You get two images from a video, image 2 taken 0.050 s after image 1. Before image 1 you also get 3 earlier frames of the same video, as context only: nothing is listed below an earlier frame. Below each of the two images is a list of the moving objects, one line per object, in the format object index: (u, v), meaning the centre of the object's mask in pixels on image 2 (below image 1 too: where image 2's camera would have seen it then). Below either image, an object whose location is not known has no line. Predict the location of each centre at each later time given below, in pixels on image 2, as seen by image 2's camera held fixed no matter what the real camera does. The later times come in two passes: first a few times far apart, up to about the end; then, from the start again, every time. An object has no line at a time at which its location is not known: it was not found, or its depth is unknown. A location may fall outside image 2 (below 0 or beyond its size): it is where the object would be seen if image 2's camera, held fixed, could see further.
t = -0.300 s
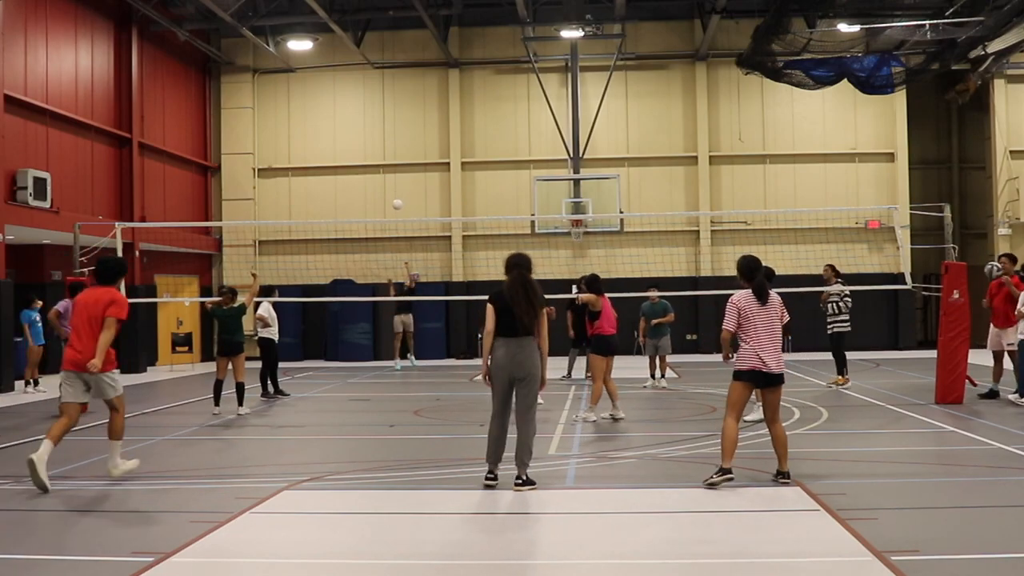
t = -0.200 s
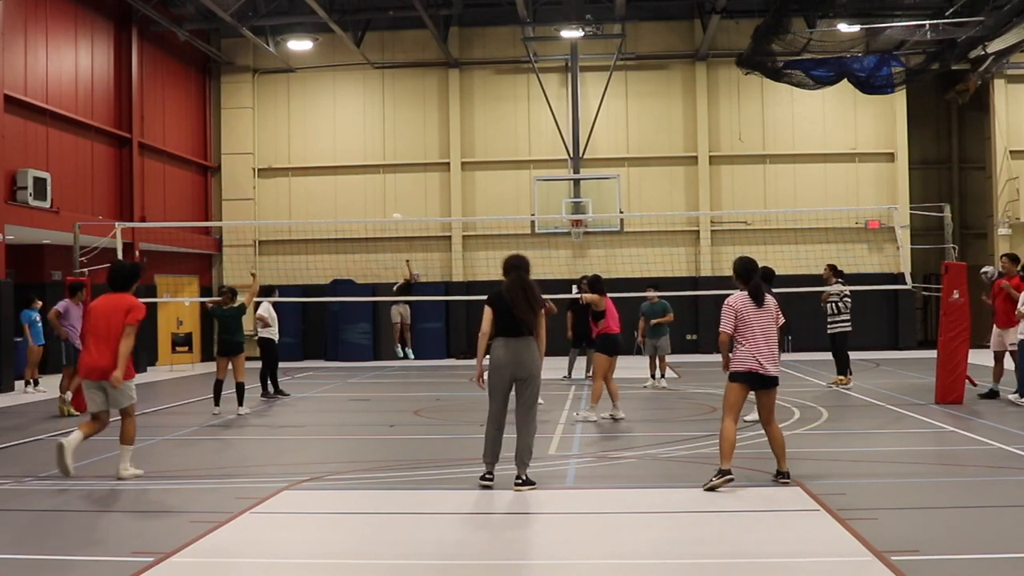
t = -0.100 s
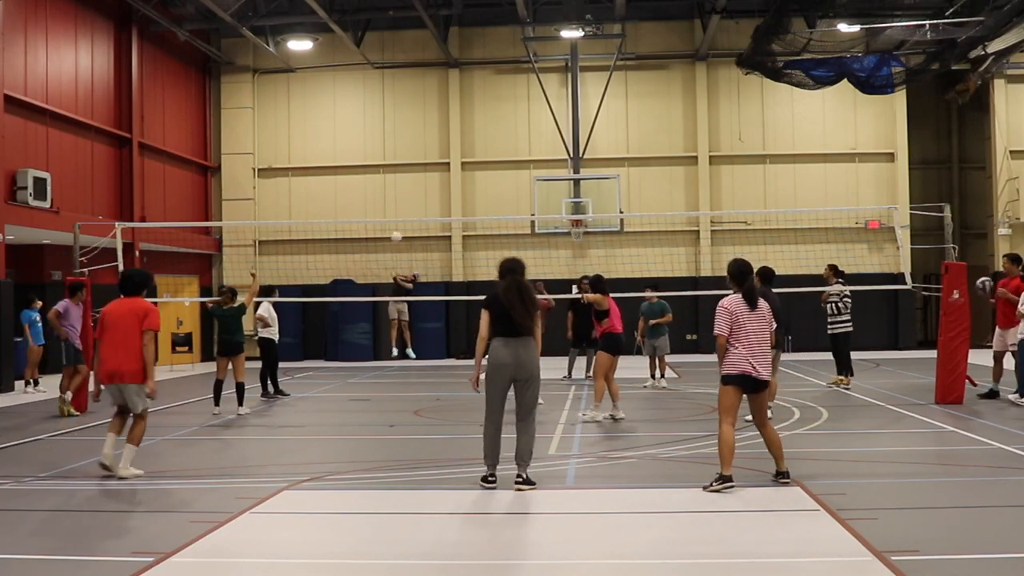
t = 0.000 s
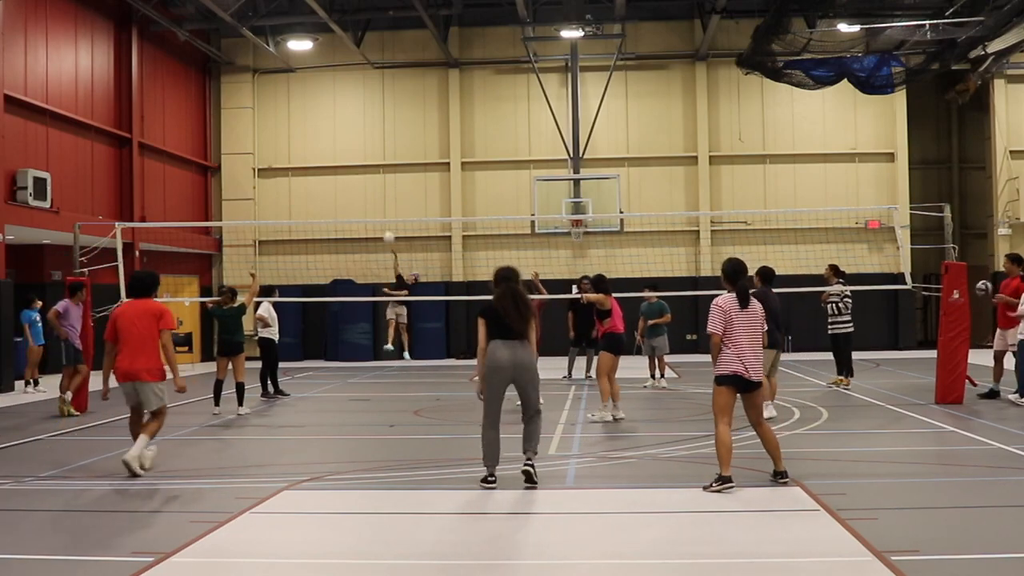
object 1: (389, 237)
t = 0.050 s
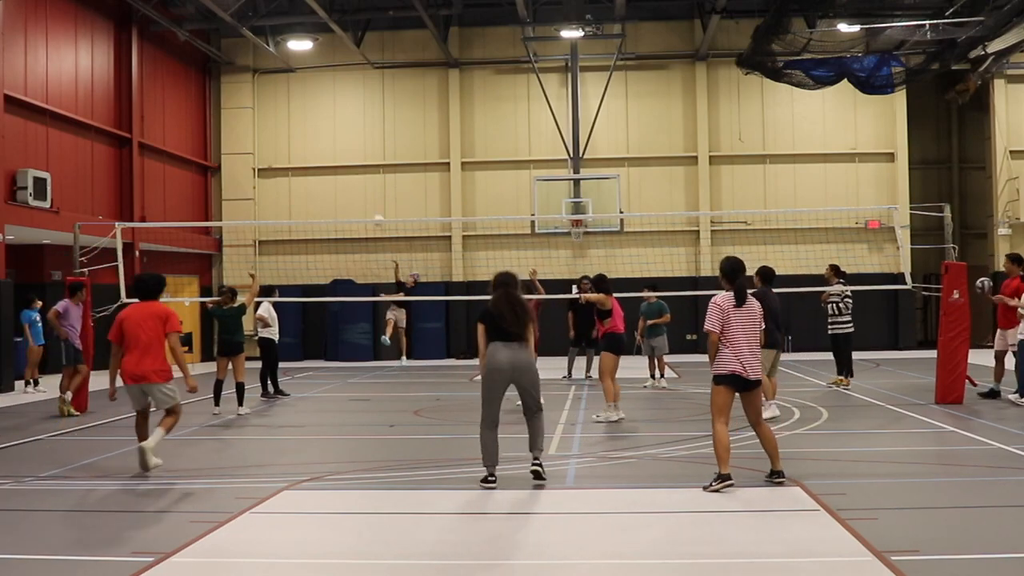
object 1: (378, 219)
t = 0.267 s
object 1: (331, 156)
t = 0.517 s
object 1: (269, 104)
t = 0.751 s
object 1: (187, 89)
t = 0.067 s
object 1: (375, 214)
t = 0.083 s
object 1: (371, 209)
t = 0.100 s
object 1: (368, 204)
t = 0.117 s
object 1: (365, 199)
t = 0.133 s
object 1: (361, 194)
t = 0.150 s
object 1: (357, 188)
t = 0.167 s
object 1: (354, 184)
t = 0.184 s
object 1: (350, 179)
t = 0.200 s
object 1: (347, 174)
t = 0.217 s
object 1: (343, 170)
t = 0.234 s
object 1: (339, 165)
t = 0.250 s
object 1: (336, 160)
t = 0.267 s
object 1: (331, 156)
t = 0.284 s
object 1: (328, 152)
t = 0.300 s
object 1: (324, 147)
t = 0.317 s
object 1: (320, 143)
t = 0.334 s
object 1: (316, 140)
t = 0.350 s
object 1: (313, 135)
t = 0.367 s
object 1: (308, 132)
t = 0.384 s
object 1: (304, 128)
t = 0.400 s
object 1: (300, 125)
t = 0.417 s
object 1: (296, 122)
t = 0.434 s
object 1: (292, 118)
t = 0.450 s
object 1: (288, 115)
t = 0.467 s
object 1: (283, 112)
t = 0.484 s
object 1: (279, 109)
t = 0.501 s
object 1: (274, 106)
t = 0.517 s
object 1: (269, 104)
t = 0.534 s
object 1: (264, 102)
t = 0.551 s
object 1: (260, 99)
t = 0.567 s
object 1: (255, 97)
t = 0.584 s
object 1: (249, 96)
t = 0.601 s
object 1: (244, 94)
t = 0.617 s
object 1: (238, 92)
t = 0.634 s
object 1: (233, 91)
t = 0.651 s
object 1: (226, 90)
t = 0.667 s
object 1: (221, 90)
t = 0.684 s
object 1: (214, 89)
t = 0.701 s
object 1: (208, 89)
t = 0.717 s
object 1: (201, 89)
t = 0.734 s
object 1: (194, 89)
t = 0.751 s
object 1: (187, 89)
